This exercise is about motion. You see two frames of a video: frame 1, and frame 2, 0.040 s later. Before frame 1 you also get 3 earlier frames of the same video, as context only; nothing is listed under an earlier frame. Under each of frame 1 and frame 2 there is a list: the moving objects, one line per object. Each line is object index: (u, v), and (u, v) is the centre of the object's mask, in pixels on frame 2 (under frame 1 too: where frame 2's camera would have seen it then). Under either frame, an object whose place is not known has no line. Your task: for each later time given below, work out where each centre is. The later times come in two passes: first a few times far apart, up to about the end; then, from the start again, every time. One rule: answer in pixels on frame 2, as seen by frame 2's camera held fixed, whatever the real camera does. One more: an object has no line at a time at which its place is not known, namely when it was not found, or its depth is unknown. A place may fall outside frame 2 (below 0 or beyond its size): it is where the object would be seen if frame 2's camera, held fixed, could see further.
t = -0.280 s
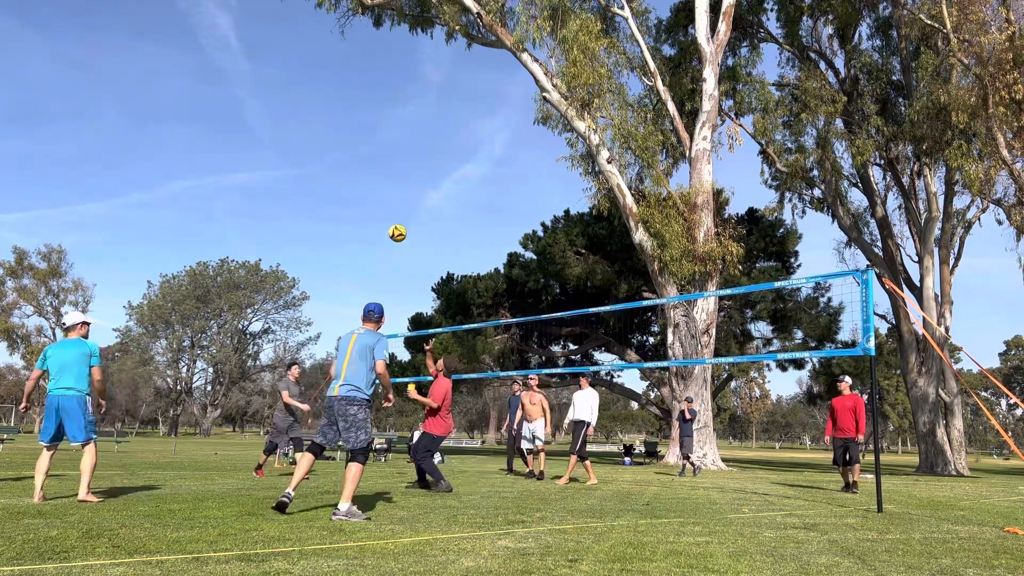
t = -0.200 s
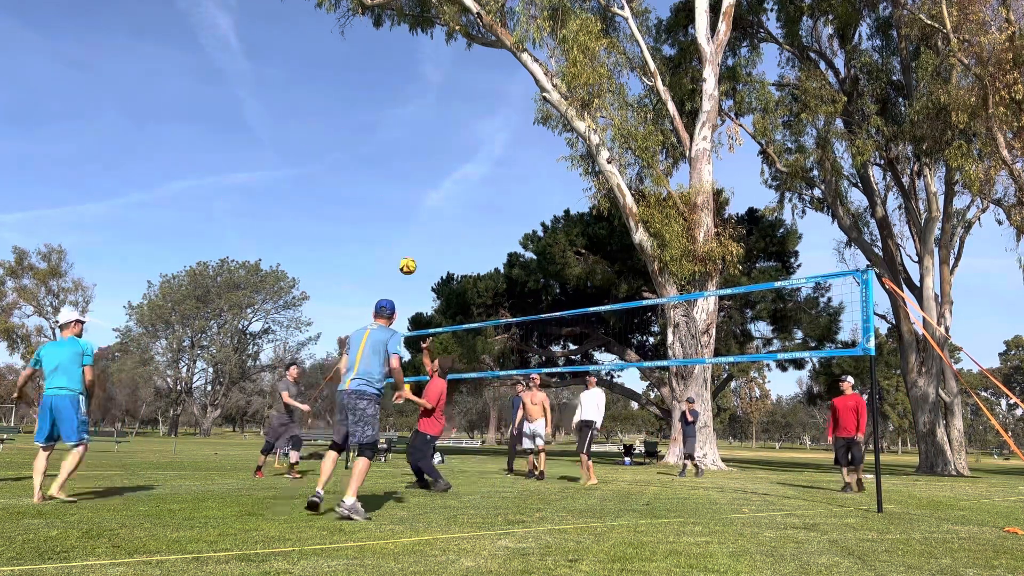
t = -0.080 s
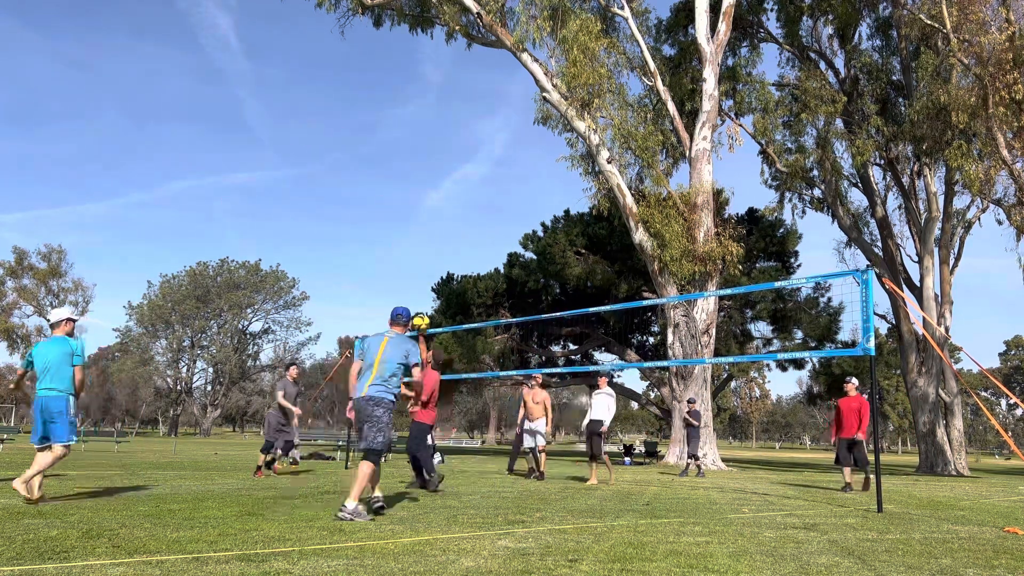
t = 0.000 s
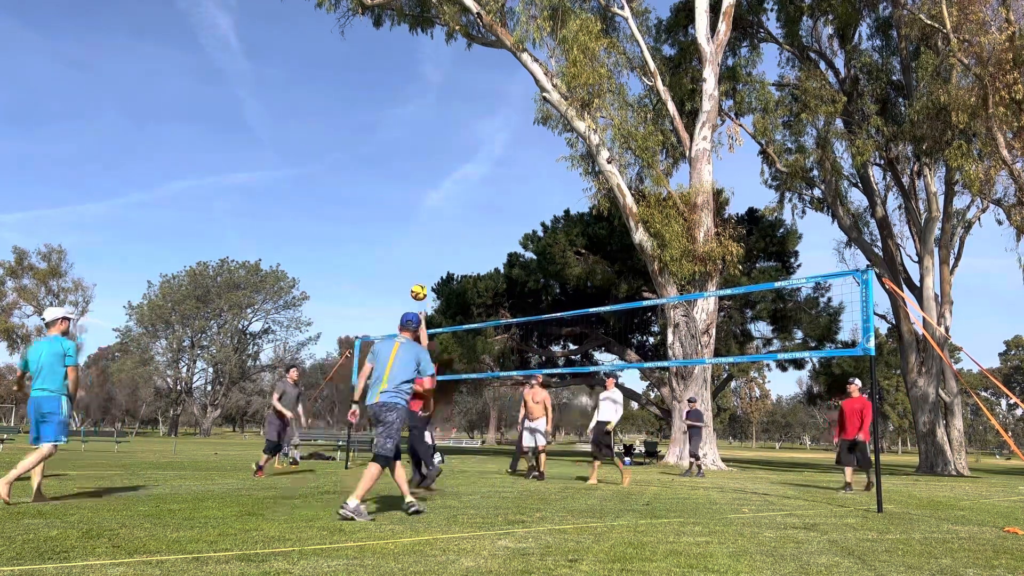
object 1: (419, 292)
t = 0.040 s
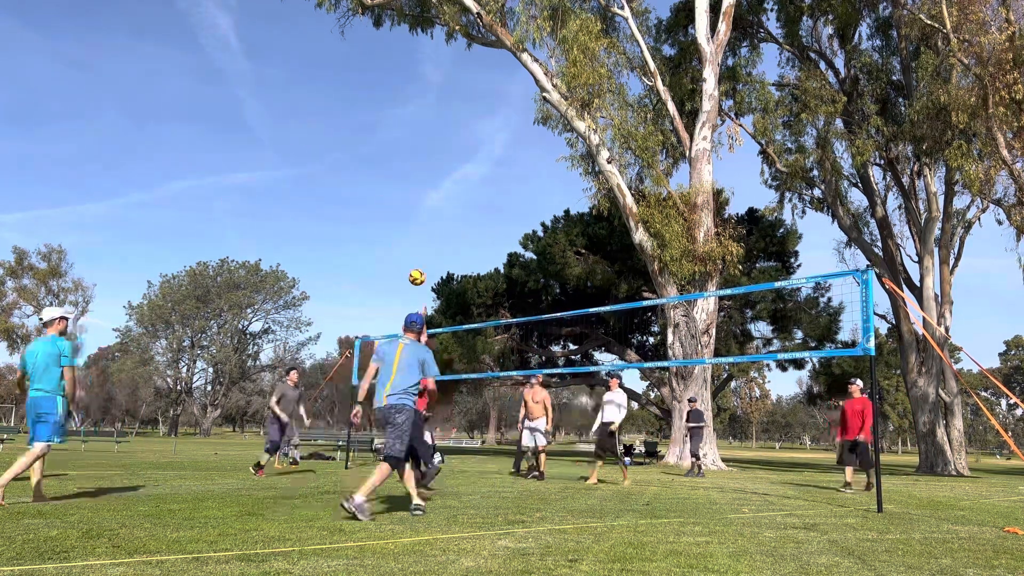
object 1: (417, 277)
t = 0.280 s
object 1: (406, 222)
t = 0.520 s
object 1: (396, 213)
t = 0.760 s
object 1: (385, 240)
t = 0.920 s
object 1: (379, 275)
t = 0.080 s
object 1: (415, 264)
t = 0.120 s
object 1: (413, 253)
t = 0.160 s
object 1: (411, 243)
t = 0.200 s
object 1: (409, 234)
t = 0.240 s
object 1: (407, 227)
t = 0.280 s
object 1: (406, 222)
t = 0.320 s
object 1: (404, 217)
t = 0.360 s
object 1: (402, 214)
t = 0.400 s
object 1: (401, 212)
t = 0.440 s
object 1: (399, 211)
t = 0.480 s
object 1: (397, 211)
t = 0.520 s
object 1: (396, 213)
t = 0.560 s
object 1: (394, 215)
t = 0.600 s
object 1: (392, 218)
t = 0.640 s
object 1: (391, 222)
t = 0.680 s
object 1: (389, 228)
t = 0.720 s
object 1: (387, 233)
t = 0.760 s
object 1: (385, 240)
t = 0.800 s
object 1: (384, 248)
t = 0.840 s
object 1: (382, 256)
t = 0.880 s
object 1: (380, 265)
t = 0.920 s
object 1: (379, 275)
